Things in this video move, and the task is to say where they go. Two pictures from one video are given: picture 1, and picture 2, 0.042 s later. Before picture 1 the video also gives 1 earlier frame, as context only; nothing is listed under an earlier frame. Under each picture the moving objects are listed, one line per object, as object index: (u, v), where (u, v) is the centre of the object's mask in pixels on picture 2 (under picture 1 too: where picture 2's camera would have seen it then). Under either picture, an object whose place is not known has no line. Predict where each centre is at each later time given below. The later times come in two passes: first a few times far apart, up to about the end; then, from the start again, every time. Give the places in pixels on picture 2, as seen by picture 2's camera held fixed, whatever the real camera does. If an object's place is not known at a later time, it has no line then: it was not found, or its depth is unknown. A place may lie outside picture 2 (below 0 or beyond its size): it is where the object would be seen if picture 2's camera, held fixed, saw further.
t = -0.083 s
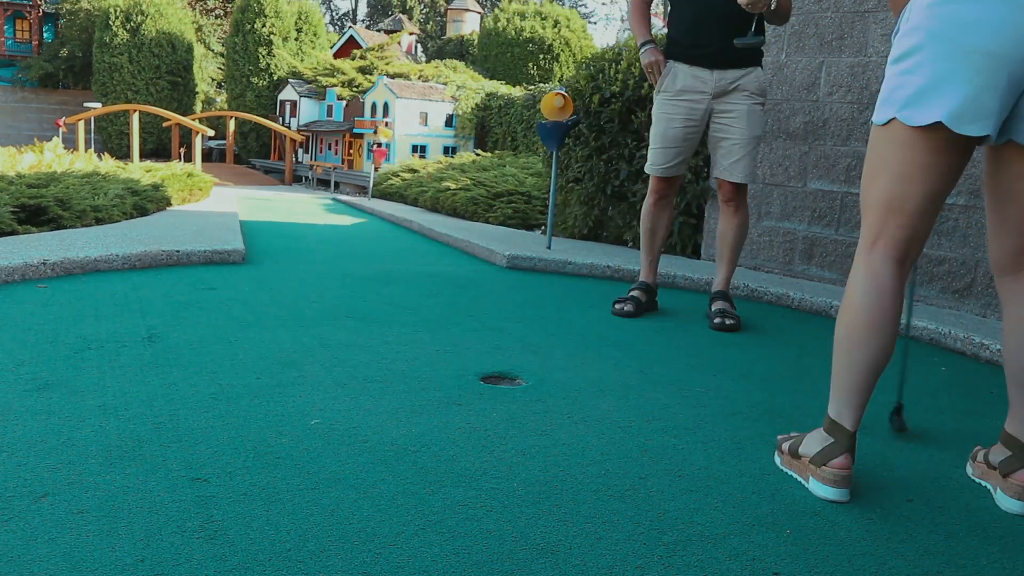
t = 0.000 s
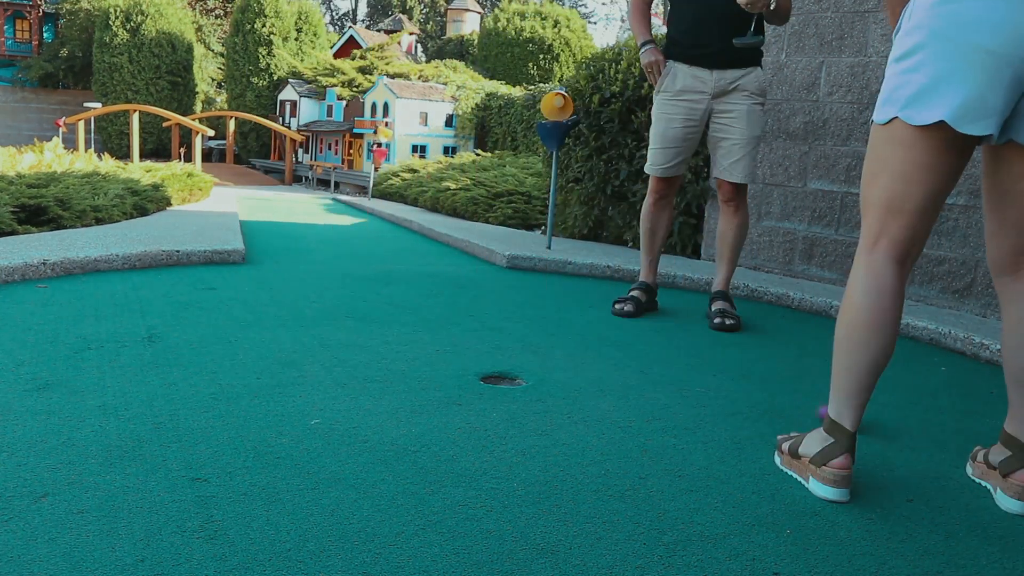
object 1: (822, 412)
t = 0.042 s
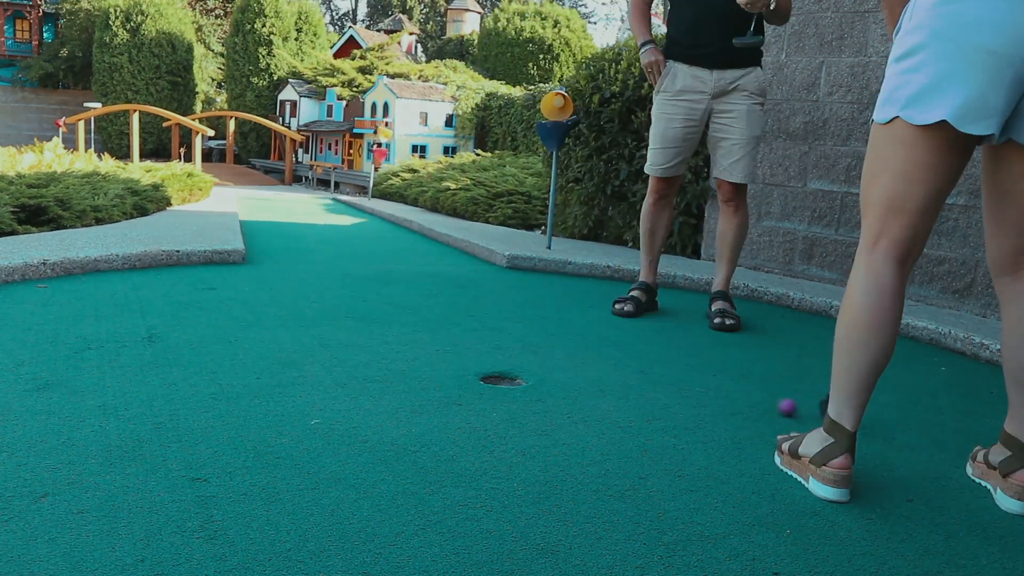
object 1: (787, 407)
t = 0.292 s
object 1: (637, 387)
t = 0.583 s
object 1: (494, 373)
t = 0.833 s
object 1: (461, 377)
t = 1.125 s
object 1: (419, 395)
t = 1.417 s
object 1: (383, 411)
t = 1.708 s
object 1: (351, 426)
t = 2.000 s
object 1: (326, 435)
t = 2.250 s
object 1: (314, 441)
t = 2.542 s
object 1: (311, 445)
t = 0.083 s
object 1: (763, 404)
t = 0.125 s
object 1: (732, 400)
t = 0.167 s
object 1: (712, 397)
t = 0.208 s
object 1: (683, 393)
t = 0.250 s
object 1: (664, 391)
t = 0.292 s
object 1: (637, 387)
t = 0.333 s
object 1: (618, 384)
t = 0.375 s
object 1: (592, 380)
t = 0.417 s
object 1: (574, 377)
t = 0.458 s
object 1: (549, 373)
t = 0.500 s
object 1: (533, 370)
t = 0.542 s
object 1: (509, 370)
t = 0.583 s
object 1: (494, 373)
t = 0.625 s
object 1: (486, 374)
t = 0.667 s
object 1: (482, 368)
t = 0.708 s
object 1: (476, 366)
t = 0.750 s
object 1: (472, 370)
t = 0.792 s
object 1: (465, 376)
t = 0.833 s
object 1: (461, 377)
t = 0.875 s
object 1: (453, 381)
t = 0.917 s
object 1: (449, 384)
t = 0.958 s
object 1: (442, 386)
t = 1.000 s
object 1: (437, 388)
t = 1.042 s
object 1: (430, 390)
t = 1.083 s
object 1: (426, 392)
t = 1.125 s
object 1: (419, 395)
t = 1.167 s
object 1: (415, 397)
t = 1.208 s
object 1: (408, 400)
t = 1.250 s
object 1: (404, 402)
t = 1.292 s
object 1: (397, 405)
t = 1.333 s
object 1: (393, 407)
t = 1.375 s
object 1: (387, 409)
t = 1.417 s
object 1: (383, 411)
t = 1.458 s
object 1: (377, 414)
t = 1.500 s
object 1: (373, 416)
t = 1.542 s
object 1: (368, 419)
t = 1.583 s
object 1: (364, 420)
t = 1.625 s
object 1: (359, 422)
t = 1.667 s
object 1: (356, 424)
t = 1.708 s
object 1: (351, 426)
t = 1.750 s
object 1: (347, 427)
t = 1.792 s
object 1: (343, 429)
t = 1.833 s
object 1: (339, 430)
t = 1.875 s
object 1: (335, 432)
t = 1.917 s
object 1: (332, 433)
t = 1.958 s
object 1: (328, 435)
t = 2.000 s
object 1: (326, 435)
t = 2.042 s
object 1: (323, 437)
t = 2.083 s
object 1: (321, 438)
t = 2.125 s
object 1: (319, 439)
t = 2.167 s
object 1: (317, 440)
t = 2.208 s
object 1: (315, 441)
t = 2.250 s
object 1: (314, 441)
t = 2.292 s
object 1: (313, 442)
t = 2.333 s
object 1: (312, 443)
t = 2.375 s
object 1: (311, 444)
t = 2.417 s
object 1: (311, 444)
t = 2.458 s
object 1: (311, 444)
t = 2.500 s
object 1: (311, 444)
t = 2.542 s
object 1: (311, 445)
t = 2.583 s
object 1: (311, 444)
